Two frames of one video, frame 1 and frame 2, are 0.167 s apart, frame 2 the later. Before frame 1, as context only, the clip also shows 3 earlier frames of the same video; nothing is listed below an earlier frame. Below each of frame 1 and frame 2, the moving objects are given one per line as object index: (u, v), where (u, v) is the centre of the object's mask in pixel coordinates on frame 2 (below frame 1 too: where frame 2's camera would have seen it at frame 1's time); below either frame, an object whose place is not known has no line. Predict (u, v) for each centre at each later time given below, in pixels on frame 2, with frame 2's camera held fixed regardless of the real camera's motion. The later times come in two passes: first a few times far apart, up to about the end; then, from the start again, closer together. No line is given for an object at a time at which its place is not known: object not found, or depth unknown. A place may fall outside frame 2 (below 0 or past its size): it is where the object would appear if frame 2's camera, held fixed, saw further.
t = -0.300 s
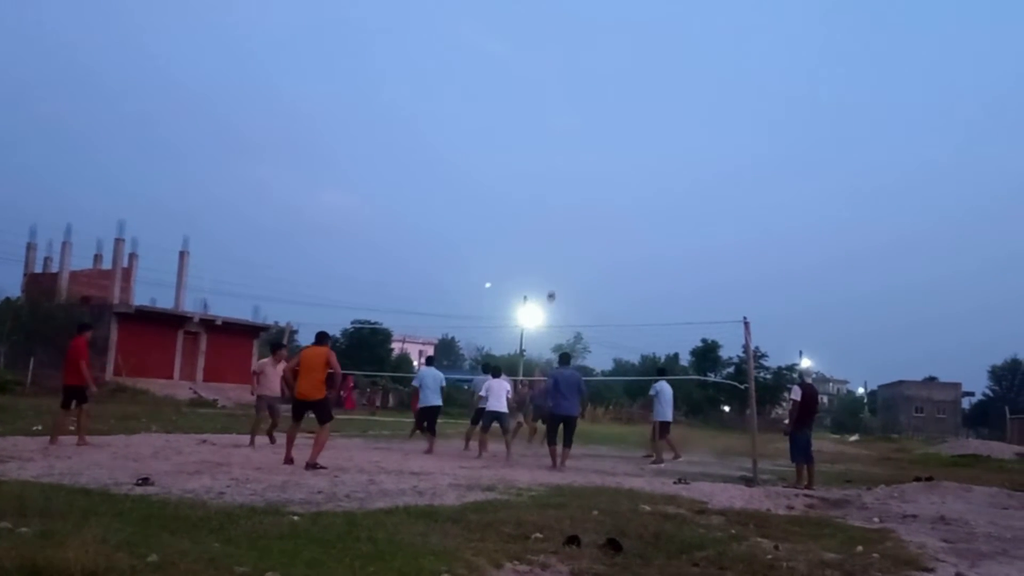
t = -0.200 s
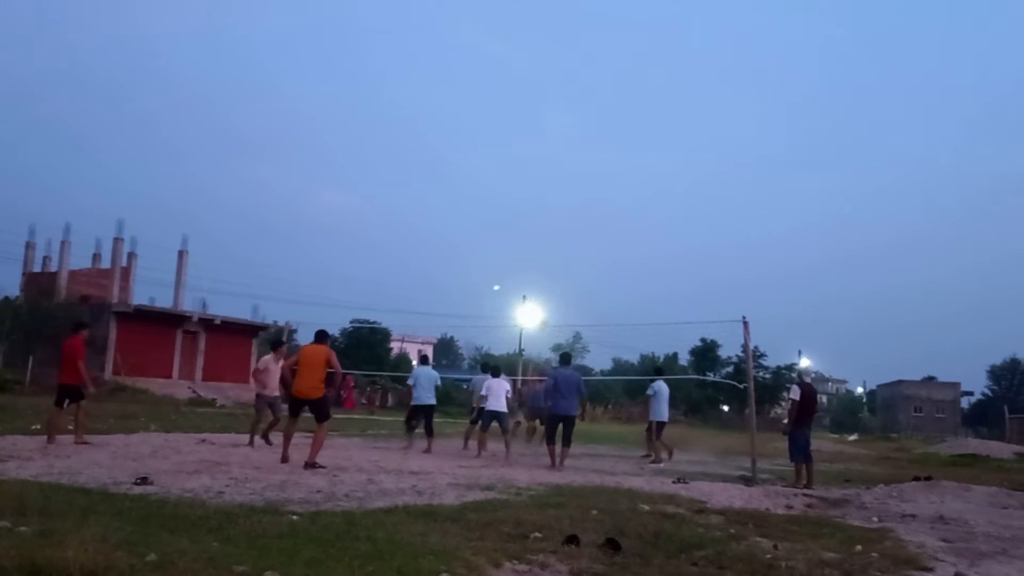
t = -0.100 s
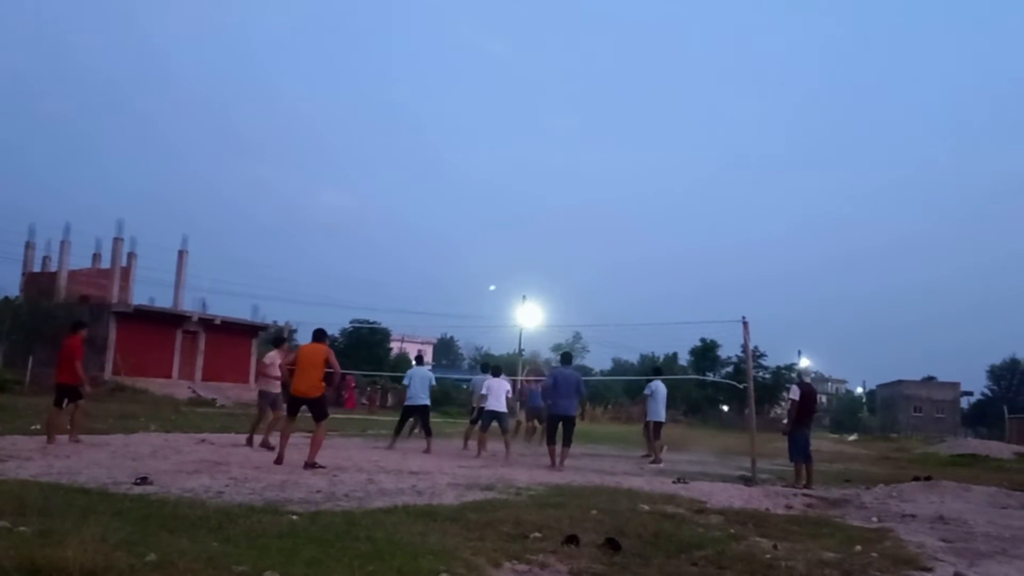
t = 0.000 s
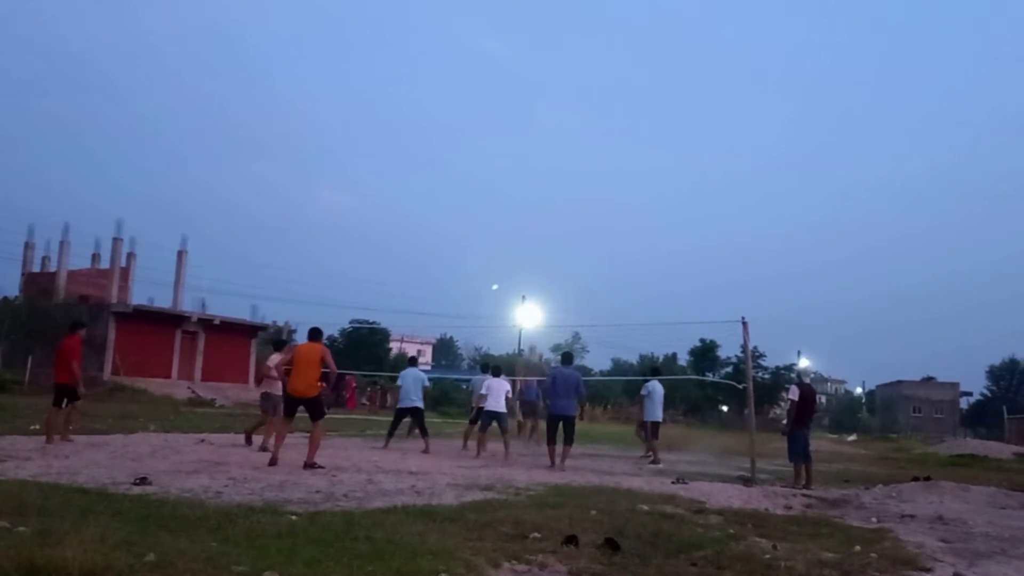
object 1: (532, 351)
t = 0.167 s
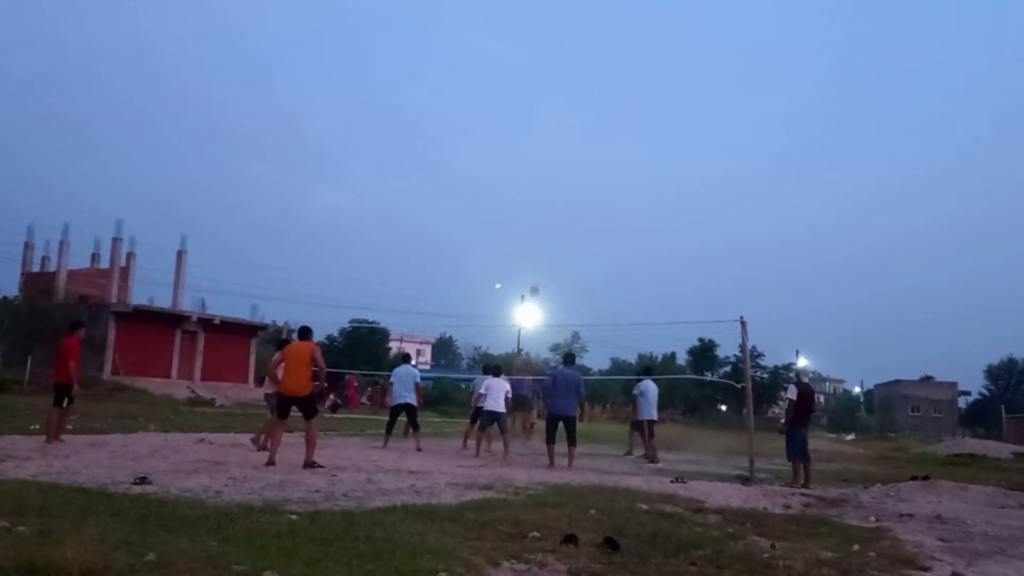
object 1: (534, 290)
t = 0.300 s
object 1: (536, 252)
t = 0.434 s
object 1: (538, 221)
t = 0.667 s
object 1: (540, 186)
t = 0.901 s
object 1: (541, 176)
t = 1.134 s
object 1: (540, 191)
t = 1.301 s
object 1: (539, 219)
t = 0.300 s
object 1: (536, 252)
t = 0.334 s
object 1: (536, 243)
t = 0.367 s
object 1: (537, 235)
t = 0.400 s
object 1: (537, 228)
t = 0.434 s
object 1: (538, 221)
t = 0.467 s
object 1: (538, 214)
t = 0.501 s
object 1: (538, 208)
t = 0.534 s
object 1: (539, 203)
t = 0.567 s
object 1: (539, 198)
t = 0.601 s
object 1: (539, 193)
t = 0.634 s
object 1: (539, 189)
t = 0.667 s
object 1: (540, 186)
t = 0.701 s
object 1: (540, 182)
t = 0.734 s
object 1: (540, 180)
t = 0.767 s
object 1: (540, 178)
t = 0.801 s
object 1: (540, 177)
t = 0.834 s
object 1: (540, 176)
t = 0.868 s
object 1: (540, 175)
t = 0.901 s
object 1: (541, 176)
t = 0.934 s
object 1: (540, 176)
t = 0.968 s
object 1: (541, 176)
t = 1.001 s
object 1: (541, 178)
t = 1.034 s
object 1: (541, 180)
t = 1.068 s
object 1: (541, 183)
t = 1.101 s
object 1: (540, 187)
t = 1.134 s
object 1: (540, 191)
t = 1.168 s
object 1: (540, 195)
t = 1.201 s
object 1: (540, 200)
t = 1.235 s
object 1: (540, 206)
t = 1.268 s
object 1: (540, 212)
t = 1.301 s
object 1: (539, 219)
